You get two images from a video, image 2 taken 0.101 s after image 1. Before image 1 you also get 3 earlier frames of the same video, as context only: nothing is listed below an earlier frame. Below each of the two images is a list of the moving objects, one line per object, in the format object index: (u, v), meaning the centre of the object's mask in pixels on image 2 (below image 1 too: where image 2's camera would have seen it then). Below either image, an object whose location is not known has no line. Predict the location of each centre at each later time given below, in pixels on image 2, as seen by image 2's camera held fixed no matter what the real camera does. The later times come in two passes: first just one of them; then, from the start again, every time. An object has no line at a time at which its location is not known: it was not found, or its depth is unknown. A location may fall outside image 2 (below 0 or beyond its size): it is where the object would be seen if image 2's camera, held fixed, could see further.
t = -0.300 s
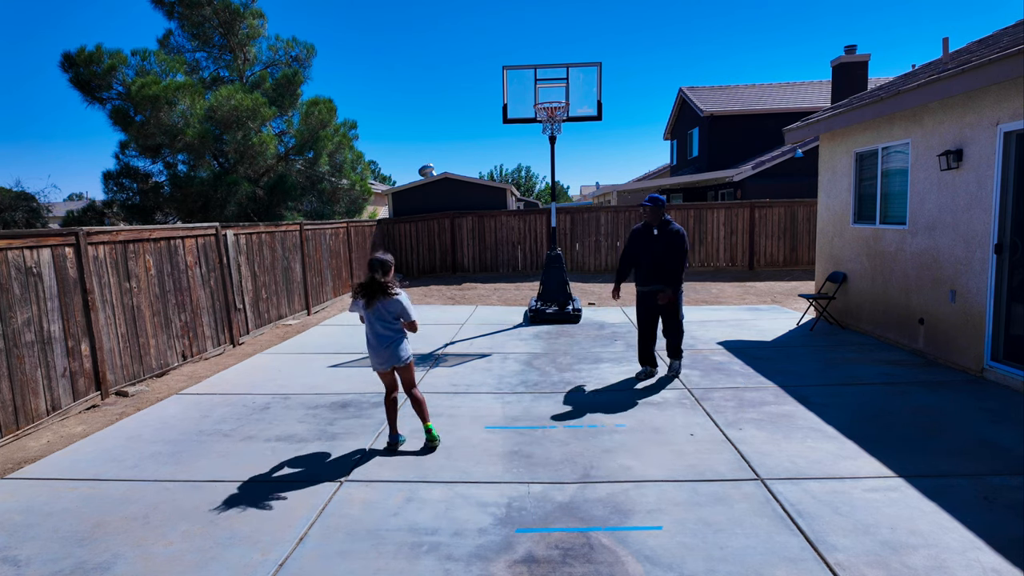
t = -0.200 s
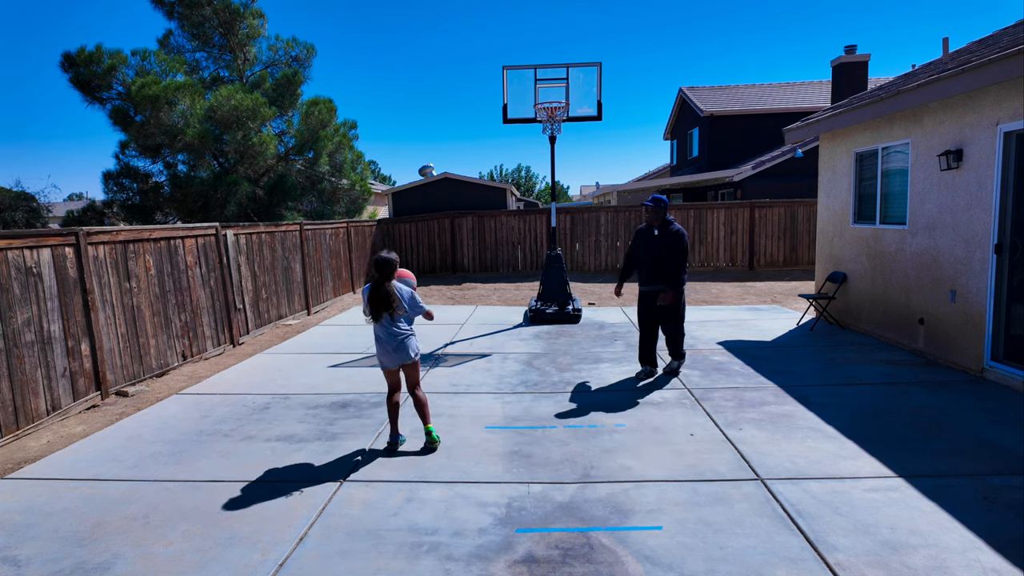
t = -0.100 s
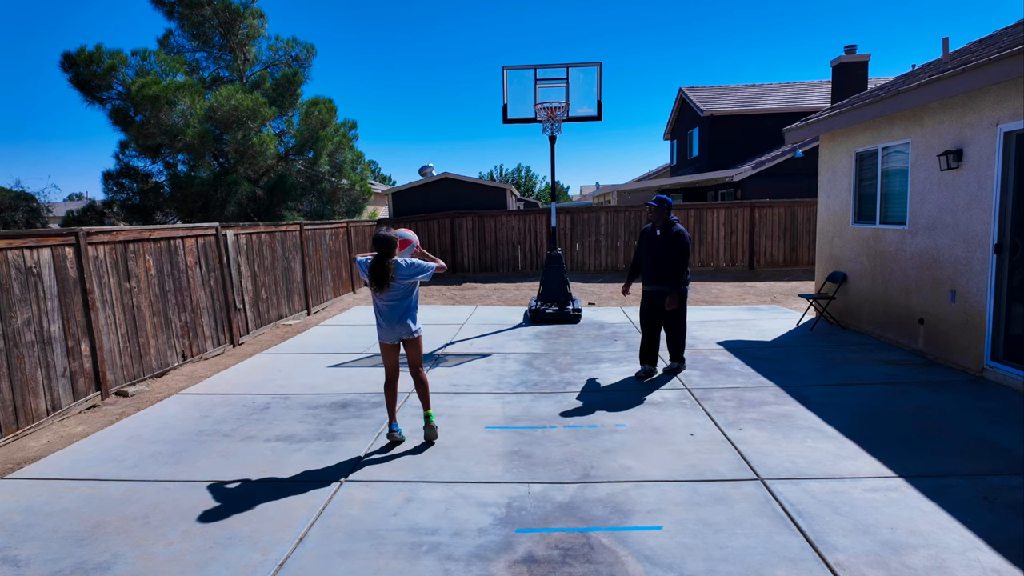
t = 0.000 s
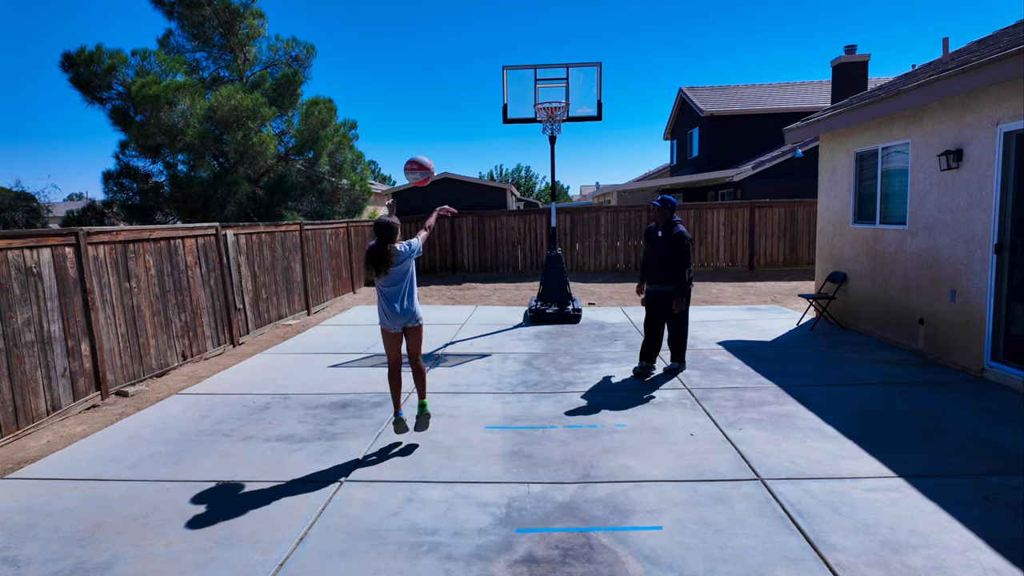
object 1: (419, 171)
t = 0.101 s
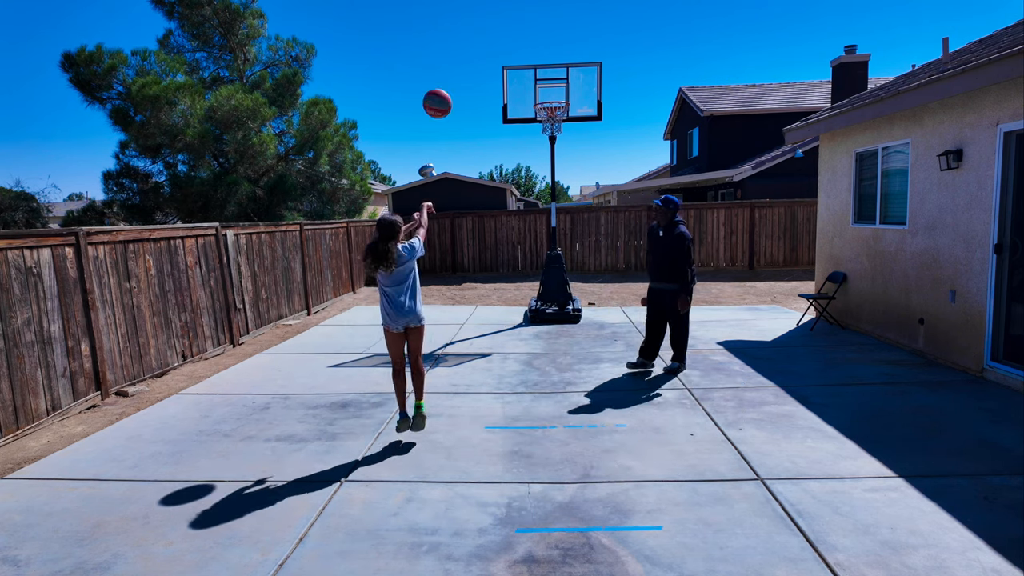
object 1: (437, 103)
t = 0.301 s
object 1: (471, 21)
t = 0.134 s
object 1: (443, 85)
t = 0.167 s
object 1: (449, 69)
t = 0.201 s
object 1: (454, 54)
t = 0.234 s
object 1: (460, 41)
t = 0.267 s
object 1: (465, 31)
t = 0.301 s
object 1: (471, 21)
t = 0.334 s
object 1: (476, 14)
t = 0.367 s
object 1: (481, 10)
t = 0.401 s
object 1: (486, 7)
